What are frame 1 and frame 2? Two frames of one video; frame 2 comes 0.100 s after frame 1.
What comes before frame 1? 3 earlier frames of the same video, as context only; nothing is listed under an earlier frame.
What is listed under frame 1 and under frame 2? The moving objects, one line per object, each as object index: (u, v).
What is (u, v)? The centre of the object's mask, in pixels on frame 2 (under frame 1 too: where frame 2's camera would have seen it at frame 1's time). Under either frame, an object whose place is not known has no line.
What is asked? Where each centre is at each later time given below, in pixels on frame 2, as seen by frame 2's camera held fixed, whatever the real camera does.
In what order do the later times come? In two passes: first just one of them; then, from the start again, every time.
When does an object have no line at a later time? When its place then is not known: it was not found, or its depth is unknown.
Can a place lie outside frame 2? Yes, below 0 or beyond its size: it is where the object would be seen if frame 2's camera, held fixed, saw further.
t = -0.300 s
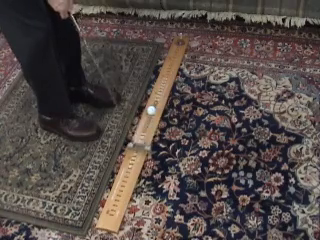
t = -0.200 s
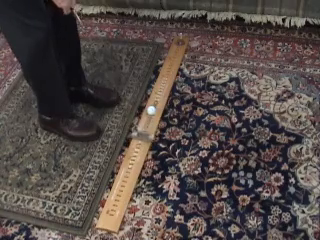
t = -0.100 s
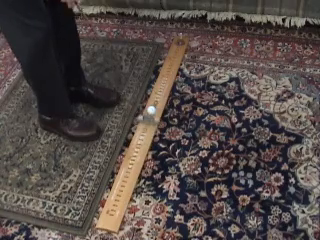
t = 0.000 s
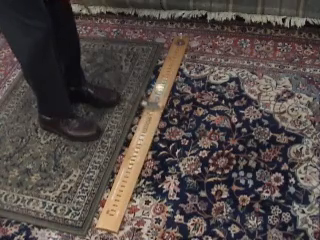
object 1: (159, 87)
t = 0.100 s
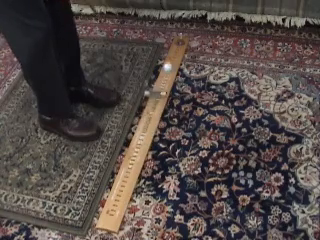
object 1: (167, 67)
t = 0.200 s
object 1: (173, 51)
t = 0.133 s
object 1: (169, 60)
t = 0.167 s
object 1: (171, 55)
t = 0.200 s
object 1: (173, 51)
